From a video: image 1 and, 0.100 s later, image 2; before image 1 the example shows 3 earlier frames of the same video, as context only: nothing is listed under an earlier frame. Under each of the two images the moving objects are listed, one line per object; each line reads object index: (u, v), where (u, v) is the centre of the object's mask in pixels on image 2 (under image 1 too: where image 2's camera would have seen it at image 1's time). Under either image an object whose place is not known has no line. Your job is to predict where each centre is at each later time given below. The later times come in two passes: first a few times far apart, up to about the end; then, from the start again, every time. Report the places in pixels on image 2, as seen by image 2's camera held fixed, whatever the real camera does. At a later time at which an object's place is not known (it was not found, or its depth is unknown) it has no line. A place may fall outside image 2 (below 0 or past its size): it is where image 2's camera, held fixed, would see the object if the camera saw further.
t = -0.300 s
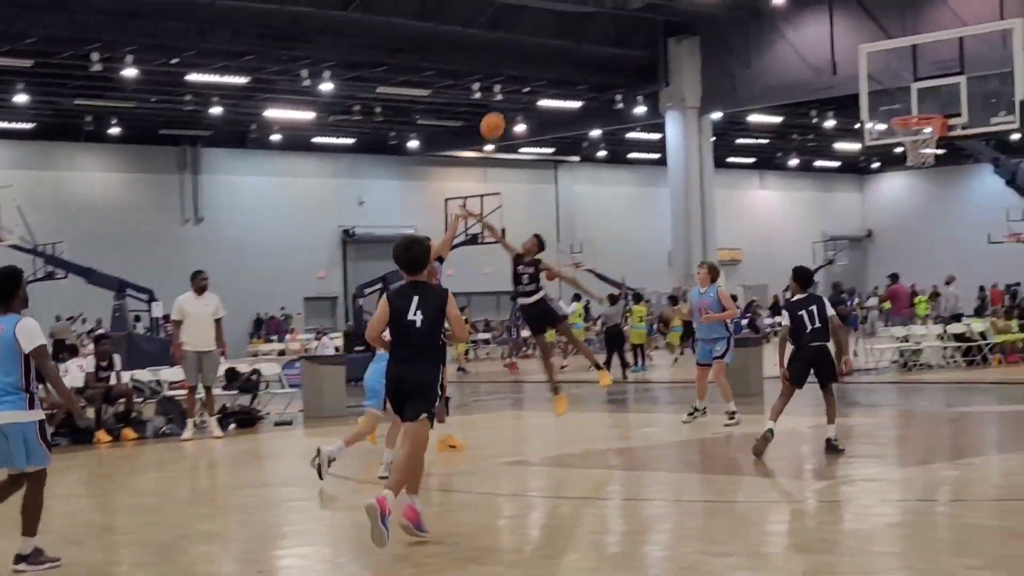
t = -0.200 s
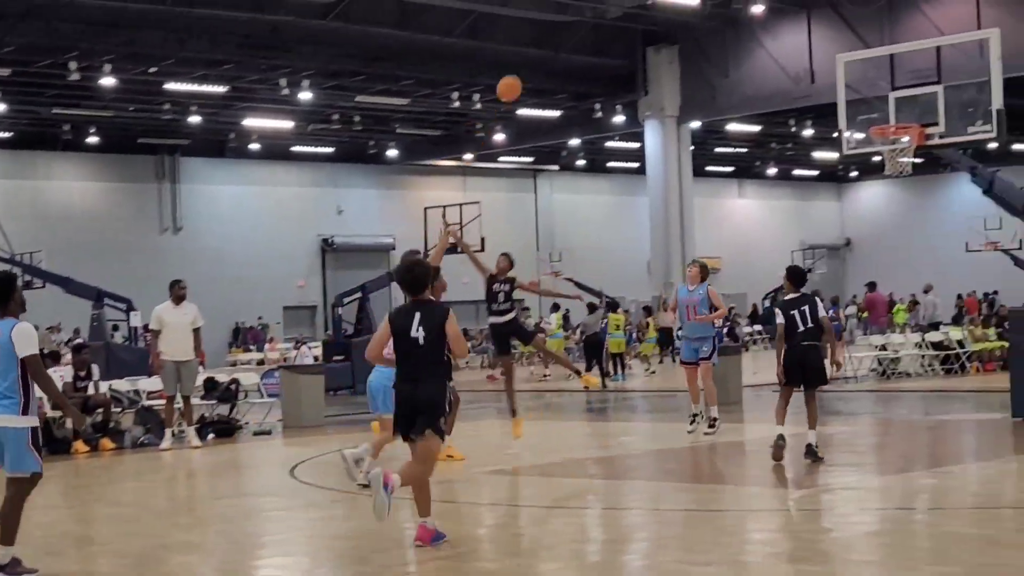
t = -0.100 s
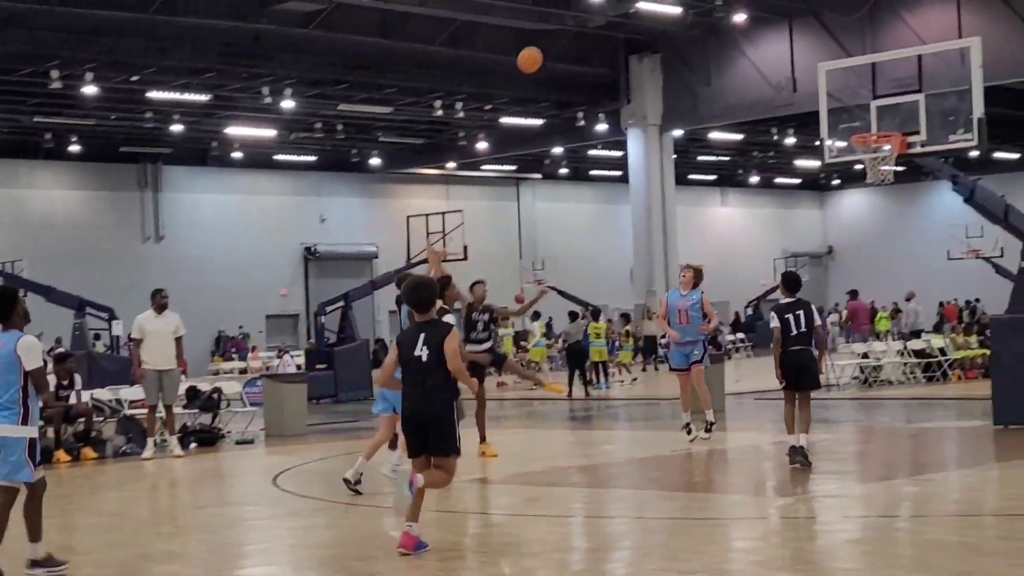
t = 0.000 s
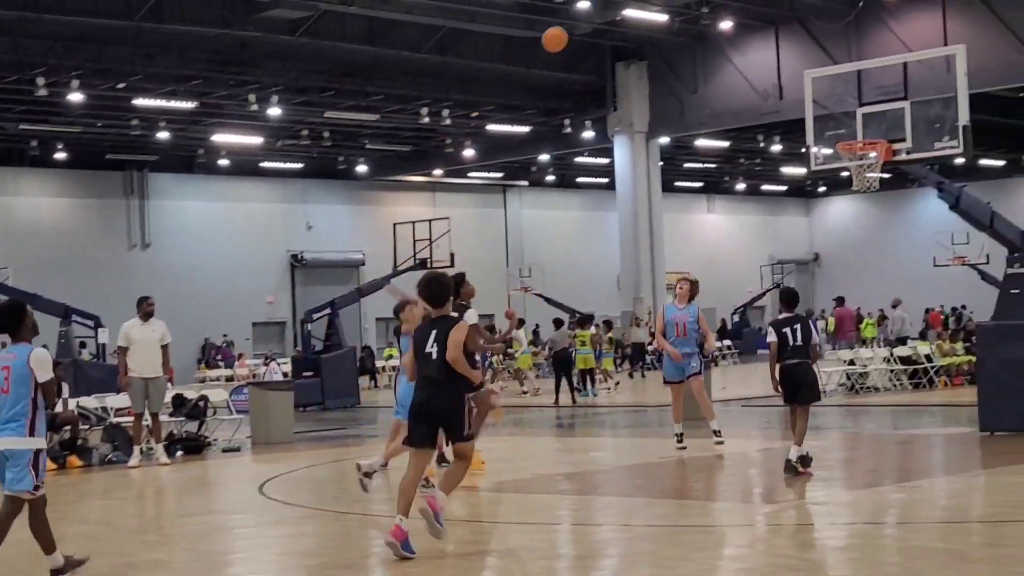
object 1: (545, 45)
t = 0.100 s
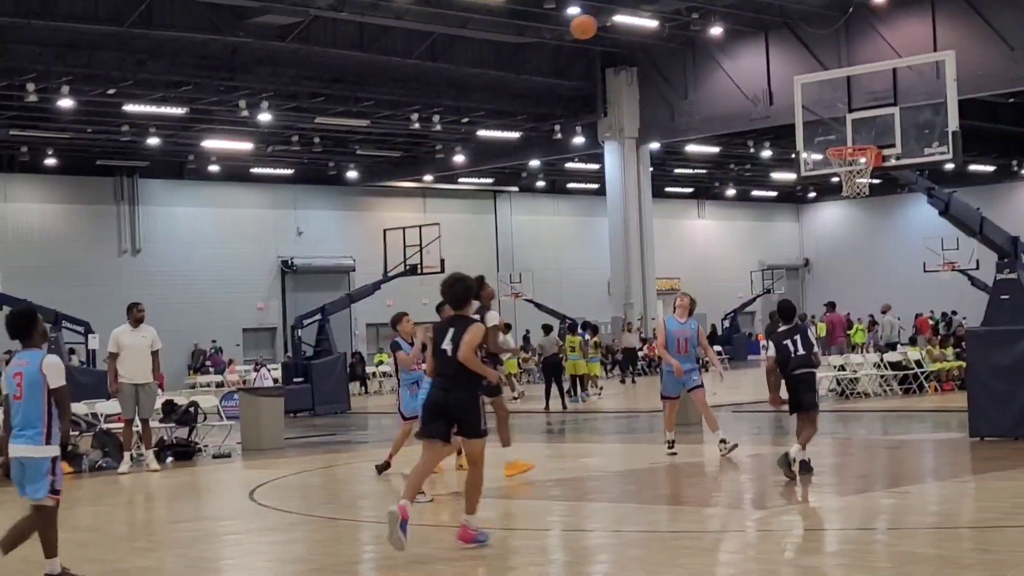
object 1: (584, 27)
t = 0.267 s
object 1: (649, 18)
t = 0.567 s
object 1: (766, 70)
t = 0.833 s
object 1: (869, 176)
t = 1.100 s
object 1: (858, 264)
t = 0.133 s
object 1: (596, 23)
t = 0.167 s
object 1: (608, 20)
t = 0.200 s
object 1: (621, 18)
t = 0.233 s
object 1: (635, 16)
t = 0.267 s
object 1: (649, 18)
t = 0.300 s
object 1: (663, 19)
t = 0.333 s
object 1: (675, 22)
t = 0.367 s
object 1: (688, 25)
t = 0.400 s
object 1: (700, 29)
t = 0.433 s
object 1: (714, 35)
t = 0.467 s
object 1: (727, 43)
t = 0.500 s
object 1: (739, 50)
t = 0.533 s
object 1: (754, 58)
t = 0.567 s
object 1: (766, 70)
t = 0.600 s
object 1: (779, 81)
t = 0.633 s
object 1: (796, 90)
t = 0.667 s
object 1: (809, 104)
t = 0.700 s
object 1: (823, 118)
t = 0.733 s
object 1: (836, 132)
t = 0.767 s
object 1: (851, 147)
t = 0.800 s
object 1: (865, 165)
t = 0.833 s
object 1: (869, 176)
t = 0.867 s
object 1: (866, 186)
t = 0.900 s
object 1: (865, 191)
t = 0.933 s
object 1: (863, 201)
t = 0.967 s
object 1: (862, 212)
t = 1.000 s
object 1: (861, 224)
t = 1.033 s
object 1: (860, 237)
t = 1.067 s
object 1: (859, 250)
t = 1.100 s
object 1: (858, 264)
